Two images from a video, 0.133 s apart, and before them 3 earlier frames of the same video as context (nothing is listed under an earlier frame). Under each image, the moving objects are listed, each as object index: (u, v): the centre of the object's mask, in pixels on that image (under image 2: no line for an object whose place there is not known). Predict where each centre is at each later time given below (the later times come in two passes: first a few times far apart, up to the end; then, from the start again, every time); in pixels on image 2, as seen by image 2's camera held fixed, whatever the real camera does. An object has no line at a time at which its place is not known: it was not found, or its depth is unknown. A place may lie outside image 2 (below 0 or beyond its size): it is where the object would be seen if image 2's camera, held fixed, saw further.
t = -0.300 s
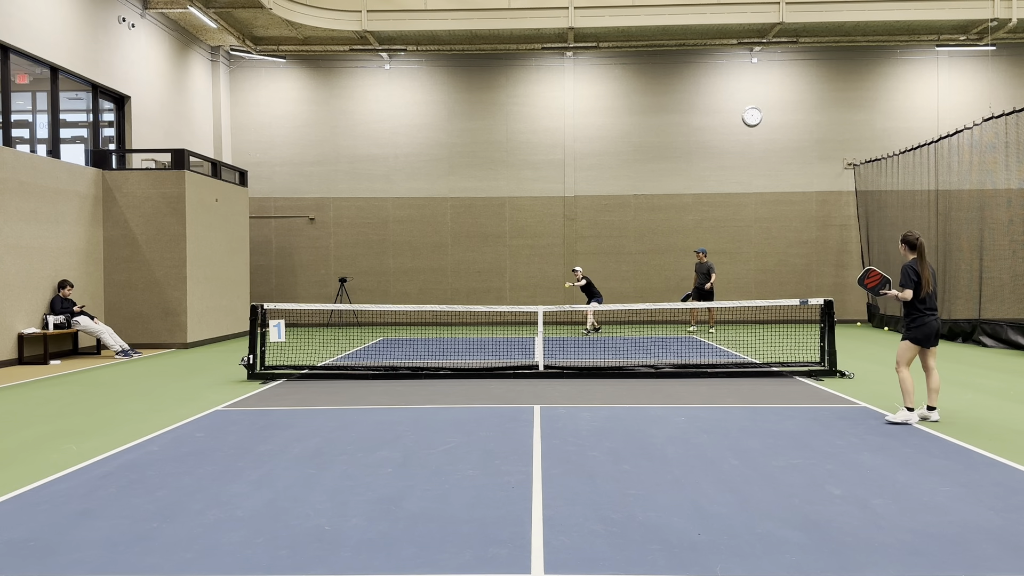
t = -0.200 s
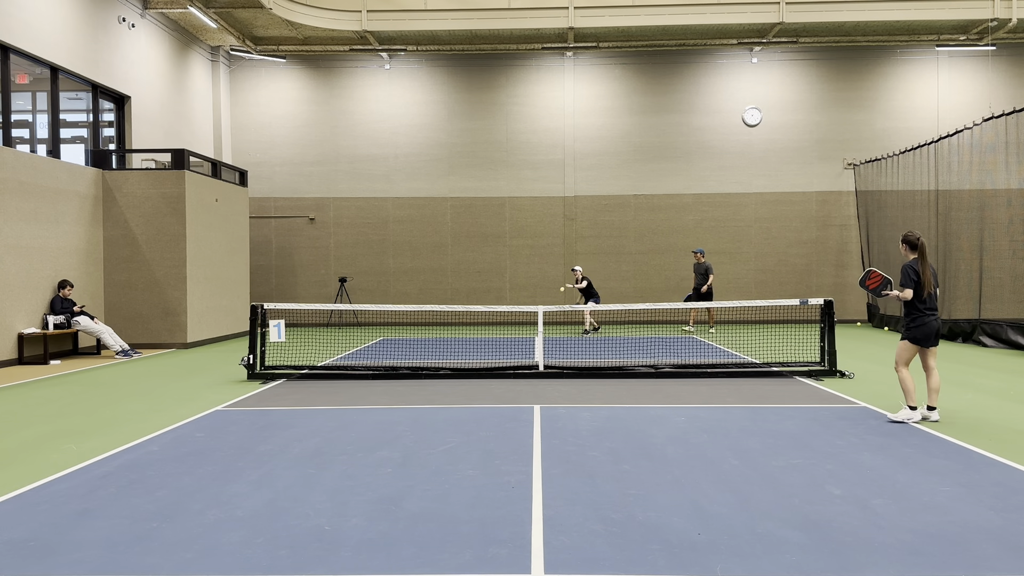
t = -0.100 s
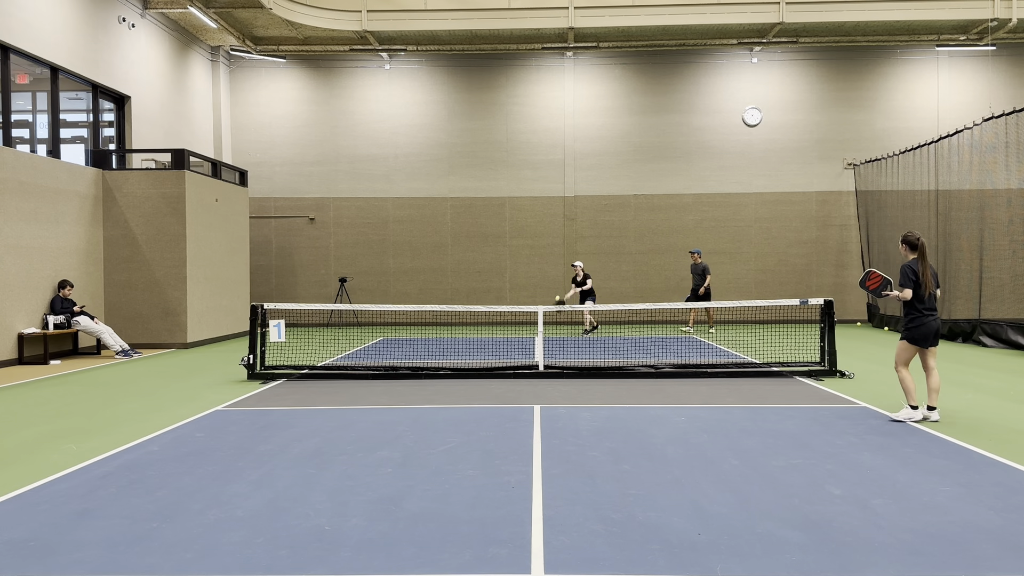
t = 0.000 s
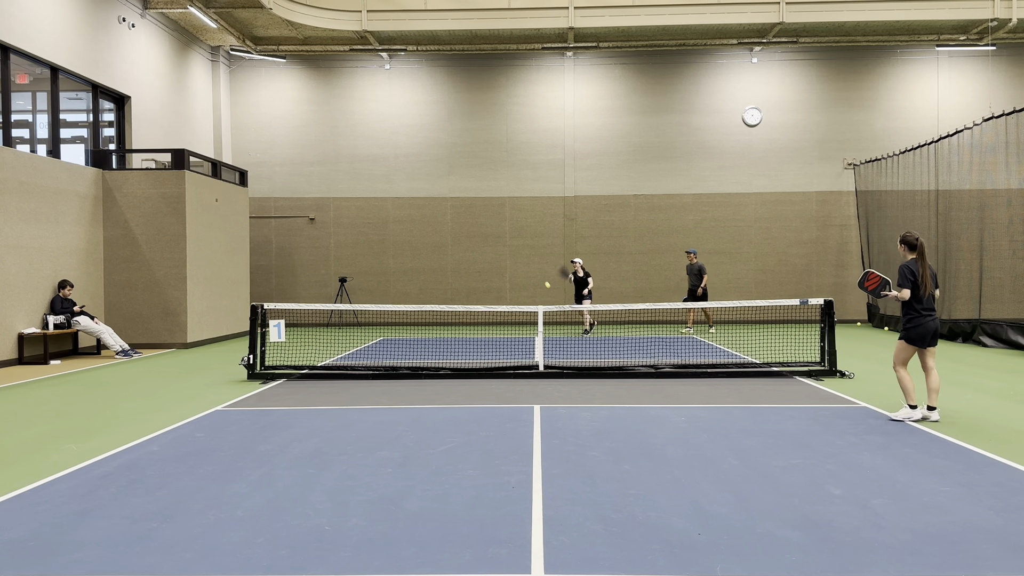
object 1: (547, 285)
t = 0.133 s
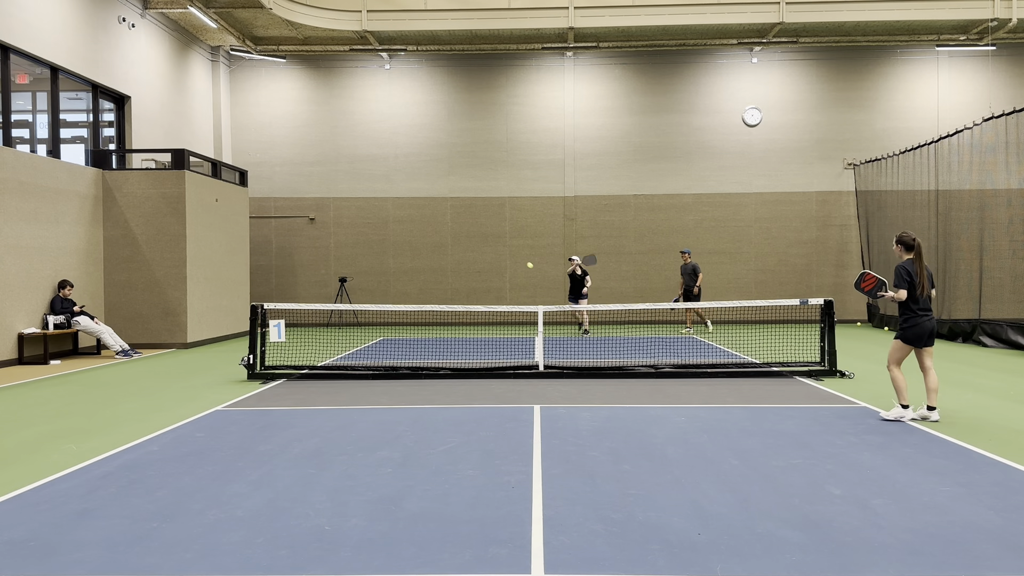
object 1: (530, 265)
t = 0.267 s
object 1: (508, 256)
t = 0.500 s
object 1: (457, 280)
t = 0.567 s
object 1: (438, 299)
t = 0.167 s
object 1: (525, 262)
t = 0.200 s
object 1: (519, 259)
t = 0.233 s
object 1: (514, 257)
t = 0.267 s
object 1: (508, 256)
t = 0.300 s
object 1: (502, 256)
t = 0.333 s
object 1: (495, 257)
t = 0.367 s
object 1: (489, 259)
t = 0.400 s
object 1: (482, 262)
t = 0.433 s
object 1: (474, 267)
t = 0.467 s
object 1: (466, 273)
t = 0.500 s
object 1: (457, 280)
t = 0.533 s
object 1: (448, 289)
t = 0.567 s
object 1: (438, 299)
